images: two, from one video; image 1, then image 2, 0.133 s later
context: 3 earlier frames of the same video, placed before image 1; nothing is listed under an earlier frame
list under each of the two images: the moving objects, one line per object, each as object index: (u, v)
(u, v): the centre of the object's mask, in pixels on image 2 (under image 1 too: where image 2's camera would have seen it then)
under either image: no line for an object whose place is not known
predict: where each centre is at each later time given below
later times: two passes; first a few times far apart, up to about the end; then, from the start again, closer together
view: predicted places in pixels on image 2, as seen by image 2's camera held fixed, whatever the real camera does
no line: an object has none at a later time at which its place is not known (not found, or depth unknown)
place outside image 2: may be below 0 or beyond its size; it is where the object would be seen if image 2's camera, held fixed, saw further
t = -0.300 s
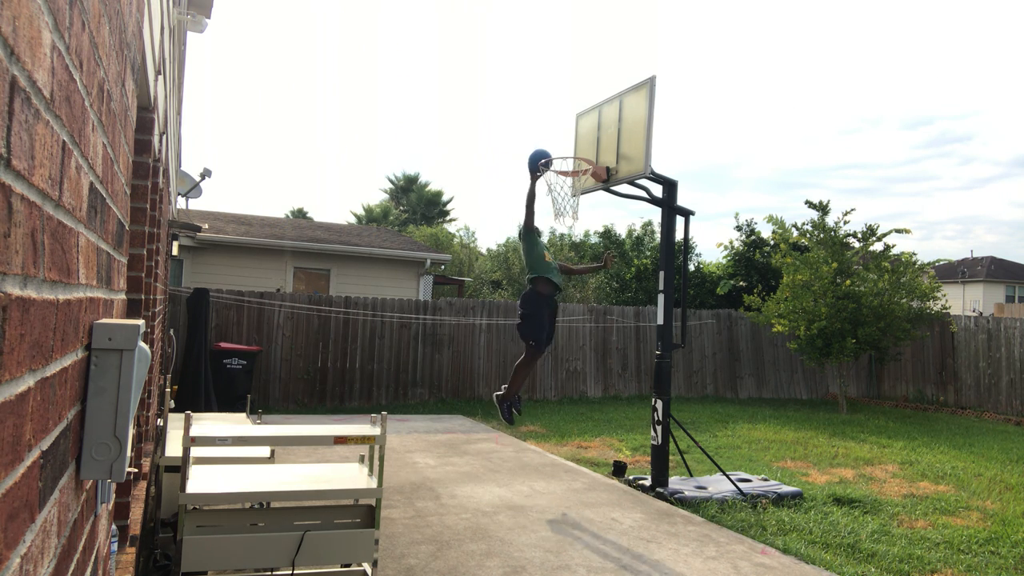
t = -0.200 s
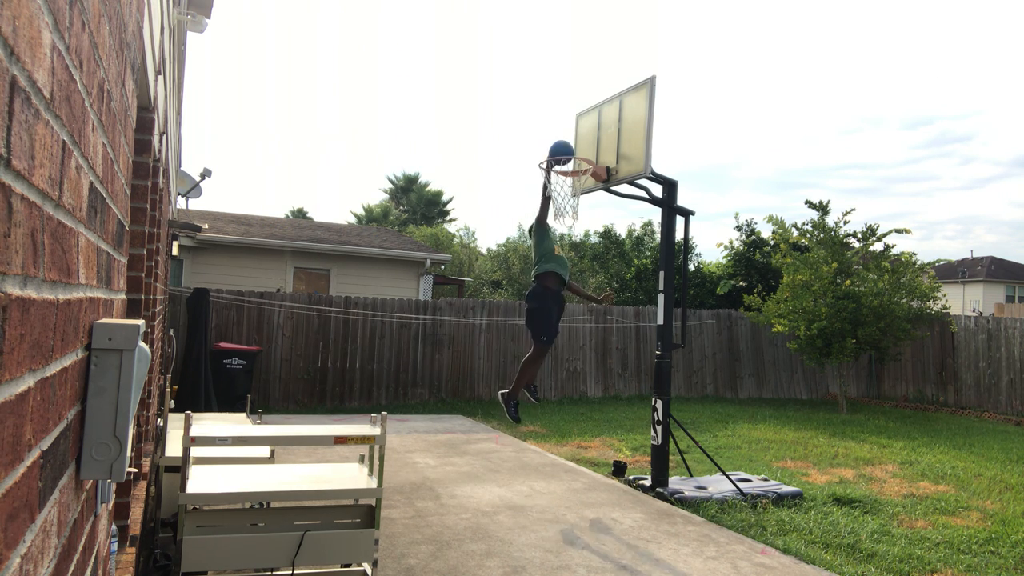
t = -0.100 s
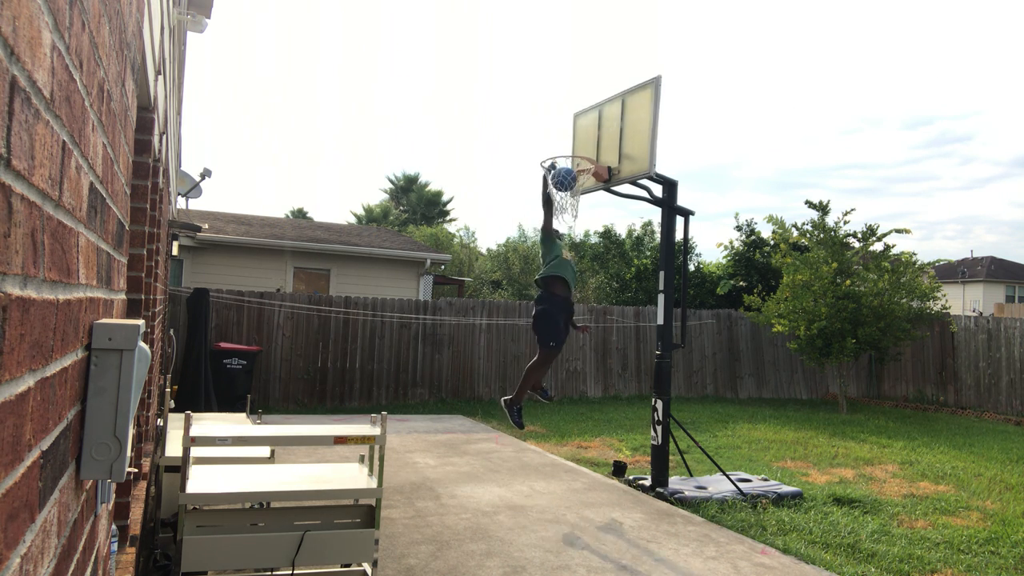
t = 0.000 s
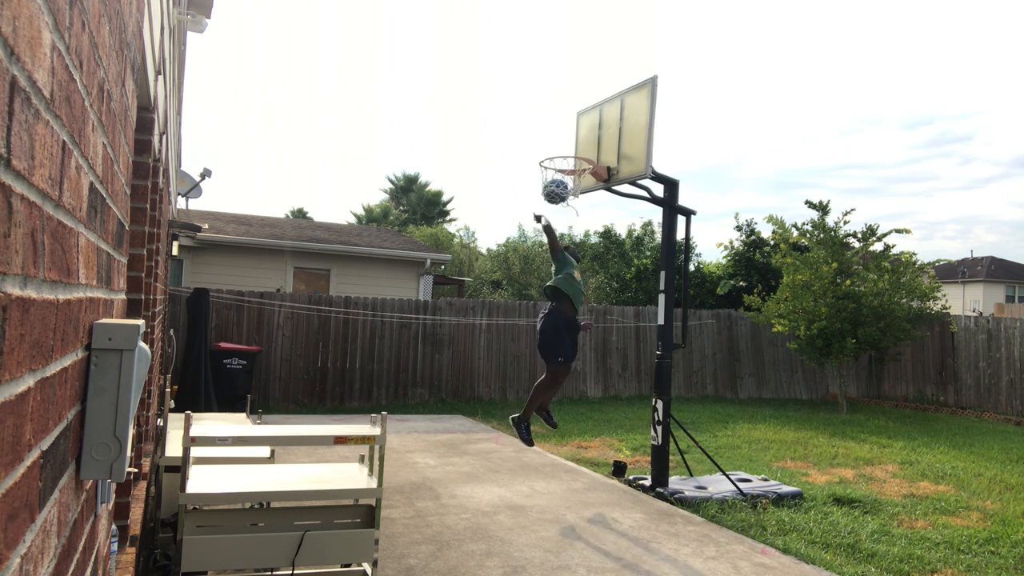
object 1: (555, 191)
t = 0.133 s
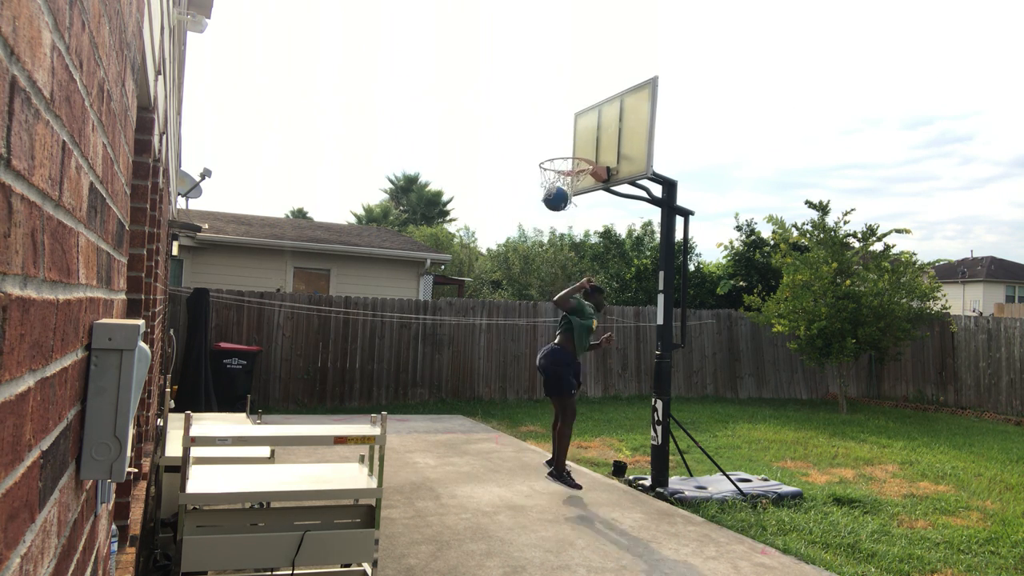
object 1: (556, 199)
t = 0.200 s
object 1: (556, 208)
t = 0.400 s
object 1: (557, 258)
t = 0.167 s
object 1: (556, 203)
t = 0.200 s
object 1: (556, 208)
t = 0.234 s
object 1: (556, 213)
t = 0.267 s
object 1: (556, 220)
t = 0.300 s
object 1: (557, 228)
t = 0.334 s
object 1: (557, 237)
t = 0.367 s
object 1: (557, 247)
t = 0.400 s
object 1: (557, 258)
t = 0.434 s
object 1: (557, 270)
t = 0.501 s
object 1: (556, 299)
